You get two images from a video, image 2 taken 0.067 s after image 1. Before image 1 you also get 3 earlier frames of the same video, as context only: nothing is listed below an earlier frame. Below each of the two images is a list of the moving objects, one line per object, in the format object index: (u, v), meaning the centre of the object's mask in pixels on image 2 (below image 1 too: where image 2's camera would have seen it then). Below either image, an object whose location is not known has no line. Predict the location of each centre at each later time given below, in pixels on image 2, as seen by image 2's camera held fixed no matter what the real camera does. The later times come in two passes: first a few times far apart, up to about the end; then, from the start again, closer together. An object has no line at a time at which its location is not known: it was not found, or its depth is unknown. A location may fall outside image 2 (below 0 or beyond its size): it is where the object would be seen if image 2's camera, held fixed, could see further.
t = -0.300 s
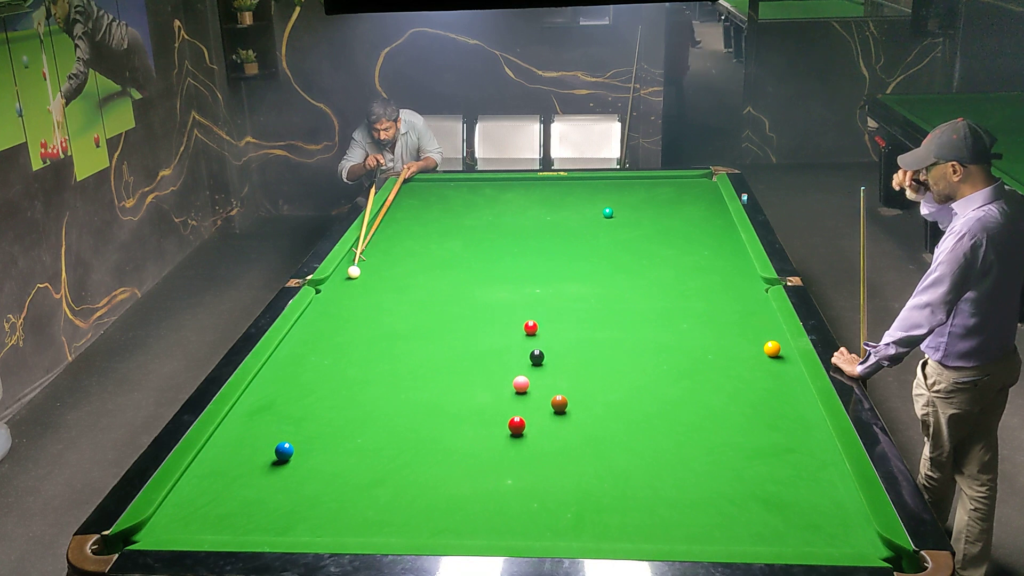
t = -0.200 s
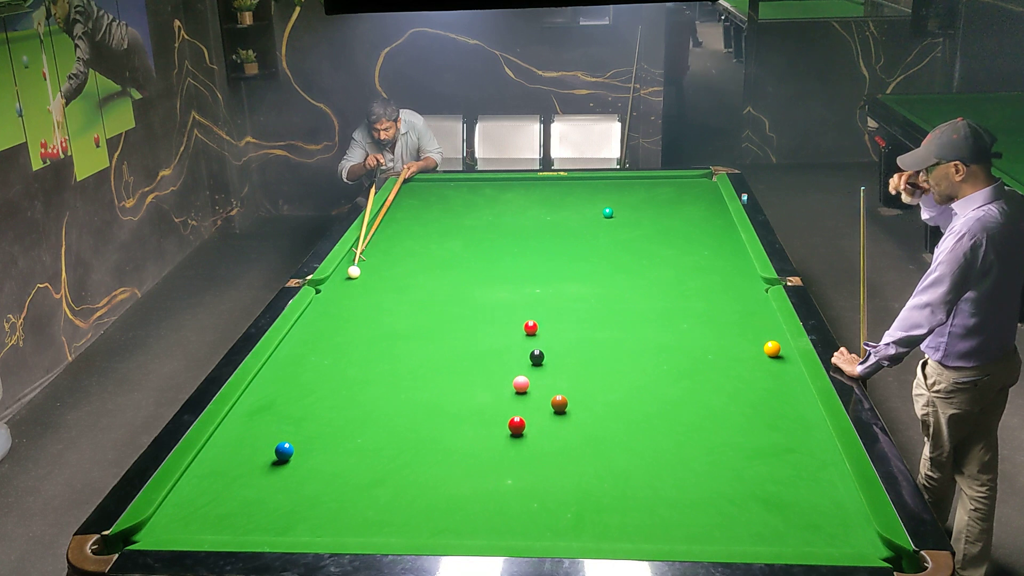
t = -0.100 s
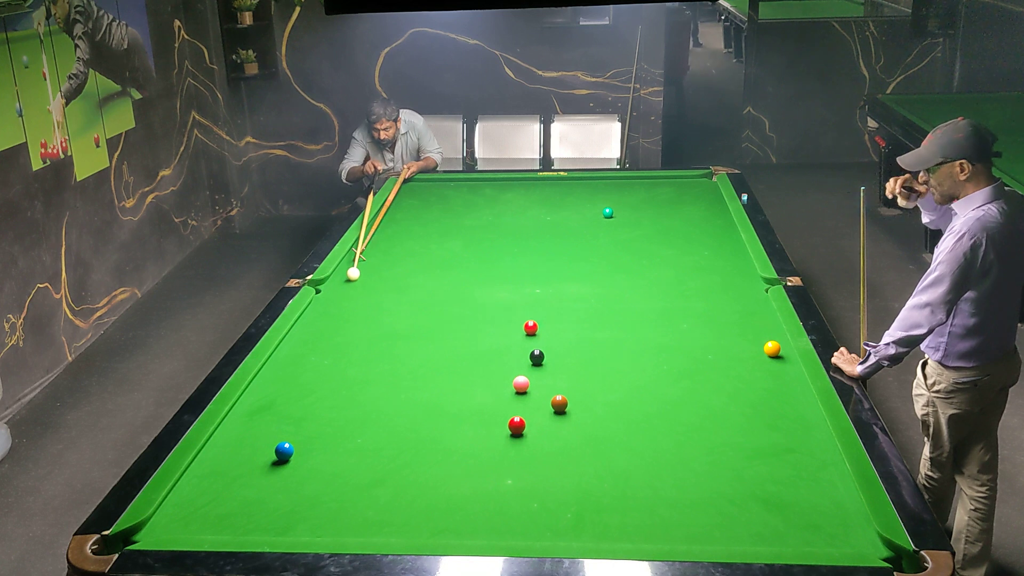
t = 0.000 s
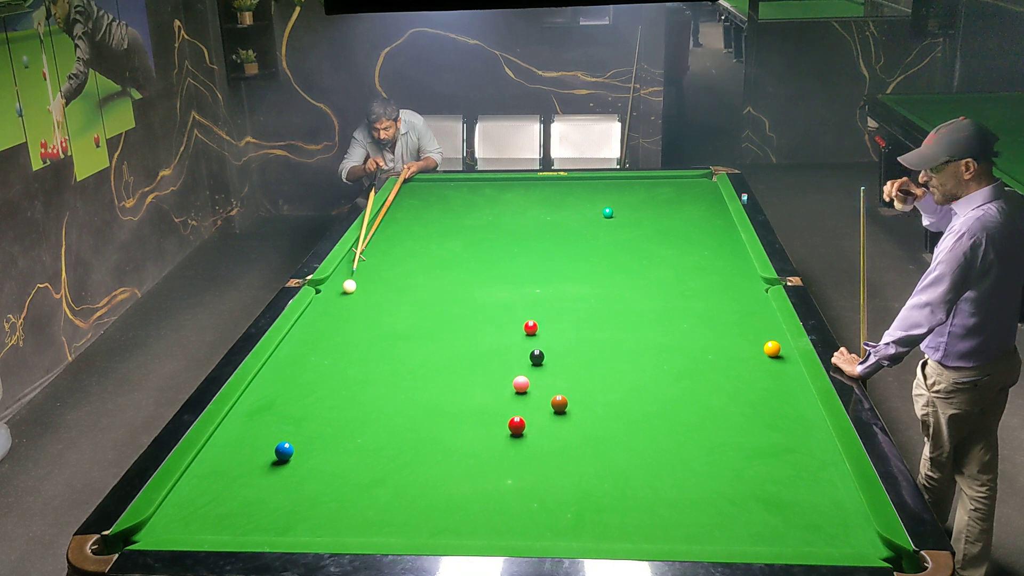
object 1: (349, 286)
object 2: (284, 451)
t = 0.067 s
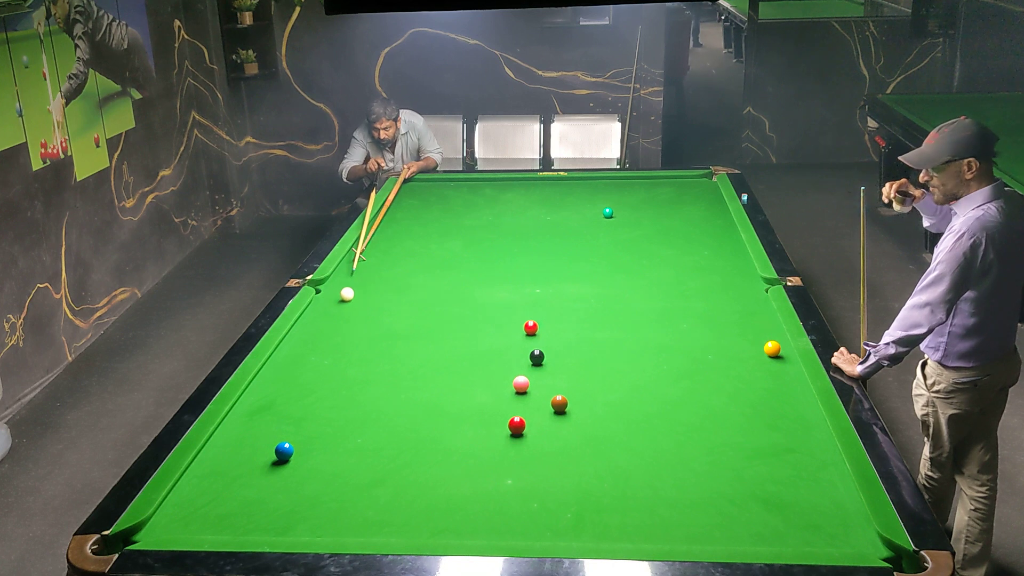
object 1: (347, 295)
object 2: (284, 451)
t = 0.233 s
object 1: (340, 315)
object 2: (284, 451)
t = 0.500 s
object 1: (329, 353)
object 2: (284, 451)
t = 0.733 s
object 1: (318, 390)
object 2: (284, 451)
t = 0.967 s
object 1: (305, 434)
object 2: (284, 451)
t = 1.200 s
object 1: (317, 476)
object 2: (260, 459)
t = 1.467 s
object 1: (341, 528)
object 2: (227, 471)
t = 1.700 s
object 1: (381, 508)
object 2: (200, 481)
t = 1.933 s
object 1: (419, 479)
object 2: (182, 489)
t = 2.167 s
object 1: (451, 455)
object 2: (189, 496)
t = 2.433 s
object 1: (484, 431)
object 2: (196, 502)
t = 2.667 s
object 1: (509, 412)
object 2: (202, 506)
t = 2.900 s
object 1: (533, 397)
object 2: (206, 510)
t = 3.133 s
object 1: (553, 383)
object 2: (208, 514)
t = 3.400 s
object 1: (574, 368)
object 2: (210, 517)
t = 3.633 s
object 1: (590, 357)
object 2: (211, 519)
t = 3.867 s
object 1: (605, 348)
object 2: (211, 520)
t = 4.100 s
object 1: (618, 339)
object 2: (211, 521)
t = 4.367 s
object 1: (631, 330)
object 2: (210, 521)
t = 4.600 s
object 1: (642, 322)
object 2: (211, 521)
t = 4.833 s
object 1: (652, 316)
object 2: (211, 521)
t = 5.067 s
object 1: (660, 311)
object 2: (211, 521)
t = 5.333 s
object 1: (669, 305)
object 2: (211, 521)
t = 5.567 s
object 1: (676, 301)
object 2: (211, 521)
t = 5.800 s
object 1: (682, 298)
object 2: (211, 521)
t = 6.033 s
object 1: (687, 295)
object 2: (211, 521)
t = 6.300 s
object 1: (693, 292)
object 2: (211, 521)
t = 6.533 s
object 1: (697, 290)
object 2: (211, 521)
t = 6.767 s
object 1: (700, 289)
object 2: (211, 521)
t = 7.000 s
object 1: (701, 288)
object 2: (211, 521)
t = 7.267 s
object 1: (702, 287)
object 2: (211, 521)
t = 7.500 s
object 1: (702, 287)
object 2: (211, 521)
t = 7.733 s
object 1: (702, 287)
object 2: (211, 521)
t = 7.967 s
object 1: (702, 287)
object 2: (211, 521)
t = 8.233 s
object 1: (702, 287)
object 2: (211, 521)
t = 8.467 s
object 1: (702, 287)
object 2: (211, 521)
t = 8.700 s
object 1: (702, 287)
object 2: (211, 521)
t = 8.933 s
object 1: (702, 287)
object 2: (211, 520)
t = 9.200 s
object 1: (702, 287)
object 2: (211, 520)
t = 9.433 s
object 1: (702, 287)
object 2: (211, 520)
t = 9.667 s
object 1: (702, 287)
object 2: (211, 521)
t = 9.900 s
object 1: (702, 287)
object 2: (211, 521)
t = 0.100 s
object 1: (346, 298)
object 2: (284, 451)
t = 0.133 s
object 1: (344, 303)
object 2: (284, 451)
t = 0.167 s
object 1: (343, 307)
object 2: (284, 451)
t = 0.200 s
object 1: (342, 311)
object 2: (284, 451)
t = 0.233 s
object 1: (340, 315)
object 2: (284, 451)
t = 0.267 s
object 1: (339, 319)
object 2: (284, 451)
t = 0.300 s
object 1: (338, 324)
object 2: (284, 451)
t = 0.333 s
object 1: (336, 329)
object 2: (284, 451)
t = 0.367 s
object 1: (335, 333)
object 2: (284, 451)
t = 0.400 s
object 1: (334, 338)
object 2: (284, 451)
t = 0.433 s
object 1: (332, 343)
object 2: (284, 451)
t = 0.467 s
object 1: (331, 347)
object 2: (284, 451)
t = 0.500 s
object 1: (329, 353)
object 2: (284, 451)
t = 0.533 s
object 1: (328, 358)
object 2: (284, 451)
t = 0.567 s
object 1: (326, 363)
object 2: (284, 451)
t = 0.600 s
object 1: (325, 368)
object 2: (284, 451)
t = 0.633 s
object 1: (323, 373)
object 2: (284, 451)
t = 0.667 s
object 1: (322, 379)
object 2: (284, 451)
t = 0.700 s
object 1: (320, 385)
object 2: (284, 451)
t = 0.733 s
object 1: (318, 390)
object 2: (284, 451)
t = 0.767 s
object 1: (317, 396)
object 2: (284, 451)
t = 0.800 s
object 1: (315, 402)
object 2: (284, 451)
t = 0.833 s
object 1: (313, 408)
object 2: (284, 451)
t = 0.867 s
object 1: (311, 415)
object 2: (284, 451)
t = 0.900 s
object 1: (309, 421)
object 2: (284, 451)
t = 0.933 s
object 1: (307, 427)
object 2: (284, 451)
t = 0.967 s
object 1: (305, 434)
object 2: (284, 451)
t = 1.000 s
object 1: (304, 441)
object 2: (284, 451)
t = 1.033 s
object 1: (303, 448)
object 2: (283, 452)
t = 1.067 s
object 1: (306, 453)
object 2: (277, 453)
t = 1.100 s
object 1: (309, 459)
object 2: (273, 455)
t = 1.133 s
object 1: (312, 464)
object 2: (268, 456)
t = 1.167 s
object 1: (314, 471)
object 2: (264, 458)
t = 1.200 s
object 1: (317, 476)
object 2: (260, 459)
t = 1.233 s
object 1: (320, 483)
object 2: (256, 461)
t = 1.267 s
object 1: (323, 489)
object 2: (251, 462)
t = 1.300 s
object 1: (326, 496)
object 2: (248, 463)
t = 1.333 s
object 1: (329, 502)
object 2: (243, 465)
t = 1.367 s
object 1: (332, 509)
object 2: (239, 467)
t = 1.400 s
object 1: (335, 515)
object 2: (235, 468)
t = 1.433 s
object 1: (338, 523)
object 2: (231, 469)
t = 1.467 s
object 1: (341, 528)
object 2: (227, 471)
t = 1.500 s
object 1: (345, 532)
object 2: (223, 472)
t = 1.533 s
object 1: (351, 529)
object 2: (219, 474)
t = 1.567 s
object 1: (357, 526)
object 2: (215, 475)
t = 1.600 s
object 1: (364, 521)
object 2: (212, 476)
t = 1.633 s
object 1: (370, 517)
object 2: (208, 478)
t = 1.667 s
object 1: (375, 512)
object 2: (204, 479)
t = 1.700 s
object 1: (381, 508)
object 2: (200, 481)
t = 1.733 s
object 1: (387, 503)
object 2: (196, 482)
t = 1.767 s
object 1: (392, 499)
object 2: (193, 483)
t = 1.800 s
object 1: (398, 495)
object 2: (189, 485)
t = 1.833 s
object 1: (403, 491)
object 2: (185, 486)
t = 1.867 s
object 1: (408, 487)
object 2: (181, 488)
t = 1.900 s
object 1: (414, 483)
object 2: (182, 489)
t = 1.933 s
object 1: (419, 479)
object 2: (182, 489)
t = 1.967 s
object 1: (423, 476)
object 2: (184, 490)
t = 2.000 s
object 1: (428, 472)
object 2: (185, 491)
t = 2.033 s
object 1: (433, 468)
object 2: (186, 492)
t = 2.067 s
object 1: (438, 465)
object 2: (187, 493)
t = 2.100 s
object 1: (443, 462)
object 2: (187, 494)
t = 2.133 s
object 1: (447, 458)
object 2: (188, 495)
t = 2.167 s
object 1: (451, 455)
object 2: (189, 496)
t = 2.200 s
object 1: (456, 452)
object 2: (190, 496)
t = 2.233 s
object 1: (460, 449)
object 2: (191, 497)
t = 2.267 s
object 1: (464, 445)
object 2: (192, 498)
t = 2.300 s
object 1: (468, 443)
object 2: (193, 499)
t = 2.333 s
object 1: (472, 440)
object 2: (194, 499)
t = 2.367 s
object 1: (476, 437)
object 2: (195, 500)
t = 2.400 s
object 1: (480, 434)
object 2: (195, 501)
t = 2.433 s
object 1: (484, 431)
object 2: (196, 502)
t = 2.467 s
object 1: (488, 428)
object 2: (197, 502)
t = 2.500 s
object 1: (492, 425)
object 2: (198, 503)
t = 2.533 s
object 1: (495, 423)
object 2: (199, 504)
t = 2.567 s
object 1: (499, 420)
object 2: (199, 504)
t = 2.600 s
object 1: (502, 417)
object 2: (200, 505)
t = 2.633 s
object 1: (505, 414)
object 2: (201, 506)
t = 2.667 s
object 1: (509, 412)
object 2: (202, 506)
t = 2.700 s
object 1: (513, 409)
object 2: (202, 507)
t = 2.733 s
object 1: (516, 408)
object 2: (203, 507)
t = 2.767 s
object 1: (520, 406)
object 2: (203, 508)
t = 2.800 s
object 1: (523, 404)
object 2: (204, 509)
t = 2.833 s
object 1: (526, 401)
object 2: (205, 509)
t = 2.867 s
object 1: (529, 399)
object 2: (205, 510)
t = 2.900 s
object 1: (533, 397)
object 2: (206, 510)
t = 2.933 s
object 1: (536, 395)
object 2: (206, 511)
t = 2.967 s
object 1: (539, 393)
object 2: (207, 512)
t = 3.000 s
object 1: (541, 391)
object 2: (207, 512)
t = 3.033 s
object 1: (544, 389)
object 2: (207, 513)
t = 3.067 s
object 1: (547, 386)
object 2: (208, 513)
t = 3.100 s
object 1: (550, 385)
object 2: (208, 514)
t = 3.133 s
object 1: (553, 383)
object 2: (208, 514)
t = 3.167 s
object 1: (556, 381)
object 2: (209, 515)
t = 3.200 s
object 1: (558, 379)
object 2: (209, 515)
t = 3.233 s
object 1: (561, 377)
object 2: (209, 515)
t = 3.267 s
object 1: (564, 375)
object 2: (209, 516)
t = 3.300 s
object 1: (566, 373)
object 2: (209, 516)
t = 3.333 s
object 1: (569, 372)
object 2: (210, 517)
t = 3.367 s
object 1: (571, 370)
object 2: (210, 517)
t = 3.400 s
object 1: (574, 368)
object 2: (210, 517)
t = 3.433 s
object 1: (576, 367)
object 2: (210, 518)
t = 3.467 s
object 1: (579, 365)
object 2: (210, 518)
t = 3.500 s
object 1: (581, 364)
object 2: (210, 518)
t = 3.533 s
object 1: (583, 362)
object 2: (210, 519)
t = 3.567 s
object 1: (586, 360)
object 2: (211, 519)
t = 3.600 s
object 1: (588, 359)
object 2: (211, 519)
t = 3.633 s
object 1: (590, 357)
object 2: (211, 519)
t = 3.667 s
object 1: (592, 356)
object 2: (211, 520)
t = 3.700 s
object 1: (594, 354)
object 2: (211, 520)
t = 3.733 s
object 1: (596, 353)
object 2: (211, 520)
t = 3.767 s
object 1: (599, 352)
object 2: (211, 520)
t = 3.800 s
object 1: (601, 350)
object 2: (211, 520)
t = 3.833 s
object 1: (603, 349)
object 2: (211, 520)
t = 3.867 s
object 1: (605, 348)
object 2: (211, 520)
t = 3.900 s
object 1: (607, 346)
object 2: (211, 521)
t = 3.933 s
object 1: (608, 345)
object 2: (211, 521)
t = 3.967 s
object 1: (610, 344)
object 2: (211, 521)
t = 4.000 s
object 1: (612, 342)
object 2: (211, 521)
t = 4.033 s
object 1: (614, 341)
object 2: (211, 521)
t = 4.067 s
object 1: (616, 340)
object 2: (211, 521)
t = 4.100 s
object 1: (618, 339)
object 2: (211, 521)
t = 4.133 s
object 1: (619, 338)
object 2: (210, 521)
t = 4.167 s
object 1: (621, 336)
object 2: (210, 521)
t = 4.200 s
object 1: (623, 335)
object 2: (211, 521)
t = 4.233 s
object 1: (625, 334)
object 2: (211, 521)
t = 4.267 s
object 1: (626, 333)
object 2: (210, 521)
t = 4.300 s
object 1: (628, 332)
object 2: (210, 521)
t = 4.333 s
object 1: (629, 331)
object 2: (210, 521)
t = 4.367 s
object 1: (631, 330)
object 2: (210, 521)
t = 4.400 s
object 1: (633, 328)
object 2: (210, 521)
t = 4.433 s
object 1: (634, 327)
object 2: (210, 521)
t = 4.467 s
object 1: (636, 326)
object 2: (210, 521)
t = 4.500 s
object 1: (637, 325)
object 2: (210, 521)
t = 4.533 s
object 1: (639, 324)
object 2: (211, 521)
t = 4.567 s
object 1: (640, 324)
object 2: (211, 521)
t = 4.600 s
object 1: (642, 322)
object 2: (211, 521)
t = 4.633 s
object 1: (643, 321)
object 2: (211, 521)
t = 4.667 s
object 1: (645, 320)
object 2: (211, 521)
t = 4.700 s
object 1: (646, 320)
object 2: (211, 521)
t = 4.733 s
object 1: (647, 319)
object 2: (211, 521)
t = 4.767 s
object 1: (649, 318)
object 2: (211, 521)
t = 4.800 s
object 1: (650, 317)
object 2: (211, 521)
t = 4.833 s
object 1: (652, 316)
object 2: (211, 521)
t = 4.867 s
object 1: (653, 315)
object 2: (211, 521)
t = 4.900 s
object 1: (654, 314)
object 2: (211, 521)
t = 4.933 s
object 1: (656, 314)
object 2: (211, 521)
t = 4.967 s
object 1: (657, 313)
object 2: (211, 521)
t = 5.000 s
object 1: (658, 312)
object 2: (211, 521)
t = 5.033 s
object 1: (659, 311)
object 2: (211, 521)
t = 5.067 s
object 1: (660, 311)
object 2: (211, 521)
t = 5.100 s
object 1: (662, 310)
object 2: (211, 521)
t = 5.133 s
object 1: (663, 309)
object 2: (211, 521)
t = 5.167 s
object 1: (664, 308)
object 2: (211, 521)
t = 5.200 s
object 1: (665, 308)
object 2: (211, 521)
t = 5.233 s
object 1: (666, 307)
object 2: (211, 521)
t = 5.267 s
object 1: (667, 306)
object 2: (211, 521)
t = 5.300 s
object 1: (668, 306)
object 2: (211, 521)
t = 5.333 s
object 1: (669, 305)
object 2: (211, 521)
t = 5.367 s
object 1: (670, 305)
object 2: (211, 521)
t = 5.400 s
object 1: (671, 304)
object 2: (211, 521)
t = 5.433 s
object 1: (672, 303)
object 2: (211, 521)
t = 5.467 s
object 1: (673, 303)
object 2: (211, 521)
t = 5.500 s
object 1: (674, 302)
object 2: (211, 521)
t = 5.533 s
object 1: (675, 302)
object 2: (211, 521)
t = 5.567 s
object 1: (676, 301)
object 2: (211, 521)
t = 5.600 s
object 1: (677, 301)
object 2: (211, 521)
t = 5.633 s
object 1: (678, 300)
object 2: (211, 521)
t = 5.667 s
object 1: (679, 299)
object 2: (211, 521)
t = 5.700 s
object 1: (680, 299)
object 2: (211, 521)
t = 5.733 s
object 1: (680, 298)
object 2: (211, 521)
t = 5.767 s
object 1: (681, 298)
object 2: (211, 521)
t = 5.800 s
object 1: (682, 298)
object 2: (211, 521)
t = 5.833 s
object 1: (683, 297)
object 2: (211, 521)
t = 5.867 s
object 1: (684, 297)
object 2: (211, 521)
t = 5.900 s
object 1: (684, 296)
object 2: (211, 521)
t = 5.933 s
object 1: (685, 296)
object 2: (211, 521)
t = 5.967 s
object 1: (686, 295)
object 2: (211, 521)
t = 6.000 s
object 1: (687, 295)
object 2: (211, 521)
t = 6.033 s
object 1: (687, 295)
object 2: (211, 521)
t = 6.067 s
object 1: (688, 294)
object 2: (211, 521)
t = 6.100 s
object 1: (689, 294)
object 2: (211, 521)
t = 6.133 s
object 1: (690, 294)
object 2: (211, 521)
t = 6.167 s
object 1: (690, 293)
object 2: (211, 521)
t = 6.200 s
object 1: (691, 293)
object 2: (211, 521)
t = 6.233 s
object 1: (691, 292)
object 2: (211, 521)
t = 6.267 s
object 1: (692, 292)
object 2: (211, 521)
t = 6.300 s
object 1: (693, 292)
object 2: (211, 521)
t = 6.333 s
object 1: (693, 292)
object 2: (211, 521)
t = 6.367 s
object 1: (694, 291)
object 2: (211, 521)
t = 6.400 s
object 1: (695, 291)
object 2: (211, 521)
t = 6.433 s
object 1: (695, 291)
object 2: (211, 521)
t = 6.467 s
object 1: (696, 291)
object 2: (211, 521)
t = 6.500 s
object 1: (696, 290)
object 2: (211, 521)
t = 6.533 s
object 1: (697, 290)
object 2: (211, 521)
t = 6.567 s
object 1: (697, 290)
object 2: (211, 521)
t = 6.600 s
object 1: (698, 290)
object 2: (211, 521)
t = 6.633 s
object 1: (698, 290)
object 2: (211, 521)
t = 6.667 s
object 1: (698, 289)
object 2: (211, 521)
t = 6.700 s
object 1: (699, 289)
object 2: (211, 521)
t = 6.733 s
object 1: (699, 289)
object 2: (211, 521)
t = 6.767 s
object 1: (700, 289)
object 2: (211, 521)
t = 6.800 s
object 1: (700, 289)
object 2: (211, 521)
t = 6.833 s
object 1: (700, 288)
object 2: (211, 521)
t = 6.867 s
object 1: (700, 288)
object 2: (211, 521)
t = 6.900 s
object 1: (701, 288)
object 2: (211, 521)
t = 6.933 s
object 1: (701, 288)
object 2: (211, 521)
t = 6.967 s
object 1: (701, 288)
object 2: (211, 521)
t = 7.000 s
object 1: (701, 288)
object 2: (211, 521)
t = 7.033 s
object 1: (701, 288)
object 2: (211, 521)
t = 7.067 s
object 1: (701, 288)
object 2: (211, 521)
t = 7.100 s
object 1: (702, 288)
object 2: (211, 521)
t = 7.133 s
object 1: (702, 288)
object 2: (211, 521)
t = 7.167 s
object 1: (702, 288)
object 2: (211, 521)
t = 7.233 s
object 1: (702, 287)
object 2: (211, 521)
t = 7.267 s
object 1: (702, 287)
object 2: (211, 521)
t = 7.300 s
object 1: (702, 287)
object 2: (211, 521)
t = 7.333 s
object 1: (702, 287)
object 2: (211, 521)
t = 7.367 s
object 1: (702, 287)
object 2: (211, 521)
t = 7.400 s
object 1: (702, 287)
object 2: (211, 521)
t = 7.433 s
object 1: (702, 287)
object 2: (211, 521)
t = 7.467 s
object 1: (702, 287)
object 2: (211, 521)
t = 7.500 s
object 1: (702, 287)
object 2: (211, 521)
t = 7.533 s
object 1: (702, 287)
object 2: (211, 521)
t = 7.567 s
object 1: (702, 287)
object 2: (211, 521)
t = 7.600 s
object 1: (702, 287)
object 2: (211, 521)
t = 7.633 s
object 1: (702, 287)
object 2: (211, 521)
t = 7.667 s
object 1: (702, 287)
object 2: (211, 521)
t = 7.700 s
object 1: (702, 287)
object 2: (211, 521)
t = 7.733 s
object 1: (702, 287)
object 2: (211, 521)
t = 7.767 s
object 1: (702, 287)
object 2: (211, 521)
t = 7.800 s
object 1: (702, 287)
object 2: (211, 521)
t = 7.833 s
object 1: (702, 287)
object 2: (211, 521)
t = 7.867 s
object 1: (702, 287)
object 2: (211, 521)
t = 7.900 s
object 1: (702, 287)
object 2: (211, 521)
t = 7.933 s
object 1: (702, 287)
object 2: (211, 521)
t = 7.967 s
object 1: (702, 287)
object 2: (211, 521)
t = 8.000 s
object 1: (702, 287)
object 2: (211, 521)
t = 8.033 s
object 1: (702, 287)
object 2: (211, 521)
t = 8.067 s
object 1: (702, 287)
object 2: (211, 521)
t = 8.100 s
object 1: (702, 287)
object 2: (211, 521)
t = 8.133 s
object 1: (702, 287)
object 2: (211, 521)
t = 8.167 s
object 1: (702, 287)
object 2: (211, 521)
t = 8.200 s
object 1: (702, 287)
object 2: (211, 521)
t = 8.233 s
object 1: (702, 287)
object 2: (211, 521)
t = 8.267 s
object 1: (702, 287)
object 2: (211, 521)
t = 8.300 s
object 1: (702, 287)
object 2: (211, 521)
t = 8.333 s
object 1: (702, 287)
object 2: (211, 521)
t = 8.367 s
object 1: (702, 287)
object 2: (211, 521)
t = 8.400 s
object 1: (702, 287)
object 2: (211, 521)
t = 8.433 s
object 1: (702, 287)
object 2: (211, 521)
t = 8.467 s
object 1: (702, 287)
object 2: (211, 521)
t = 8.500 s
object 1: (702, 287)
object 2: (211, 521)
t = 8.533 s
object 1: (702, 287)
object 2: (211, 521)
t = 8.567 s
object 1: (702, 287)
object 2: (211, 521)
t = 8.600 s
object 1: (702, 287)
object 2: (211, 521)
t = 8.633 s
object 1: (702, 287)
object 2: (211, 521)
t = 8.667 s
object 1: (702, 287)
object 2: (211, 521)
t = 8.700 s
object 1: (702, 287)
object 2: (211, 521)
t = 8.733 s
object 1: (702, 287)
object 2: (211, 520)
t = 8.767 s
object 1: (702, 287)
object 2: (211, 521)
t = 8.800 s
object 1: (702, 287)
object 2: (211, 520)
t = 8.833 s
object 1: (702, 287)
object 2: (211, 521)
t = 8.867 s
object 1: (702, 287)
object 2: (211, 520)
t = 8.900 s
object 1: (702, 287)
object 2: (211, 520)
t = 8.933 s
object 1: (702, 287)
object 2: (211, 520)
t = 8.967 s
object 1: (702, 287)
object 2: (211, 521)
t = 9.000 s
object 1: (702, 287)
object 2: (211, 520)
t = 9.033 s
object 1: (702, 287)
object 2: (211, 521)
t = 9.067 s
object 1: (702, 287)
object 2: (211, 520)
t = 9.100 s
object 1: (702, 287)
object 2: (211, 520)
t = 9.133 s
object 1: (702, 287)
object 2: (211, 520)
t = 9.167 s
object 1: (702, 287)
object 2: (211, 520)
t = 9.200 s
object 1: (702, 287)
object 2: (211, 520)
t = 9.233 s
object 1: (702, 287)
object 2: (211, 520)
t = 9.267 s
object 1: (702, 287)
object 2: (211, 520)
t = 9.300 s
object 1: (702, 287)
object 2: (211, 521)
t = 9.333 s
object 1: (702, 287)
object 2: (211, 521)
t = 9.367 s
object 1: (702, 287)
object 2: (211, 521)
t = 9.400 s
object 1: (702, 287)
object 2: (211, 521)
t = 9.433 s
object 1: (702, 287)
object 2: (211, 520)
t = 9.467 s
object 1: (702, 287)
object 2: (211, 520)
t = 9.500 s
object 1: (702, 287)
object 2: (211, 521)
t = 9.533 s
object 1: (702, 287)
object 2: (211, 521)
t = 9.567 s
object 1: (702, 287)
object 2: (211, 521)
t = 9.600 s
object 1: (702, 287)
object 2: (211, 520)
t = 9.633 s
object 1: (702, 287)
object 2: (211, 521)
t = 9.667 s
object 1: (702, 287)
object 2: (211, 521)
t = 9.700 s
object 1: (702, 287)
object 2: (211, 521)
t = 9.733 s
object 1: (702, 287)
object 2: (211, 521)
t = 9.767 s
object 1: (702, 287)
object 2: (211, 521)
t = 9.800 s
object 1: (702, 287)
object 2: (211, 521)
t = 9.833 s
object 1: (702, 287)
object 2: (211, 521)
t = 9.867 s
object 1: (702, 287)
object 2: (211, 521)
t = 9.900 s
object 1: (702, 287)
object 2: (211, 521)
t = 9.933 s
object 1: (702, 287)
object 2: (211, 521)
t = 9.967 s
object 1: (702, 287)
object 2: (211, 521)
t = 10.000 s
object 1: (702, 287)
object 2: (211, 521)
